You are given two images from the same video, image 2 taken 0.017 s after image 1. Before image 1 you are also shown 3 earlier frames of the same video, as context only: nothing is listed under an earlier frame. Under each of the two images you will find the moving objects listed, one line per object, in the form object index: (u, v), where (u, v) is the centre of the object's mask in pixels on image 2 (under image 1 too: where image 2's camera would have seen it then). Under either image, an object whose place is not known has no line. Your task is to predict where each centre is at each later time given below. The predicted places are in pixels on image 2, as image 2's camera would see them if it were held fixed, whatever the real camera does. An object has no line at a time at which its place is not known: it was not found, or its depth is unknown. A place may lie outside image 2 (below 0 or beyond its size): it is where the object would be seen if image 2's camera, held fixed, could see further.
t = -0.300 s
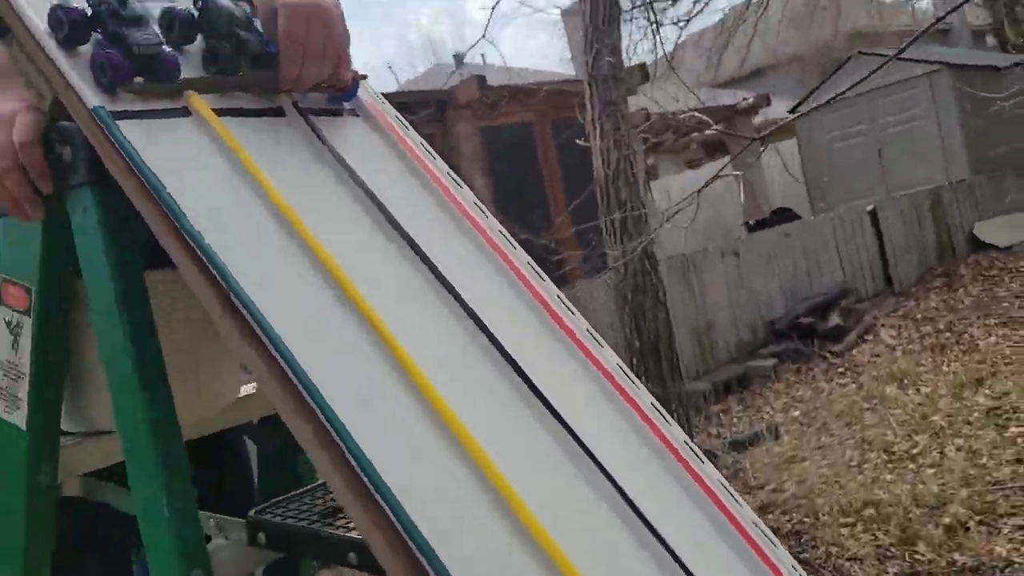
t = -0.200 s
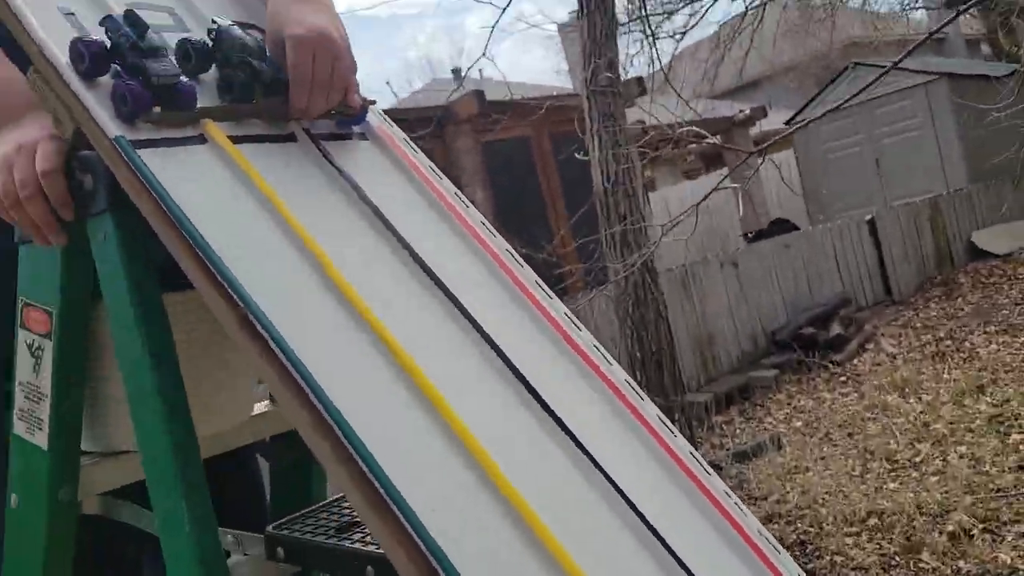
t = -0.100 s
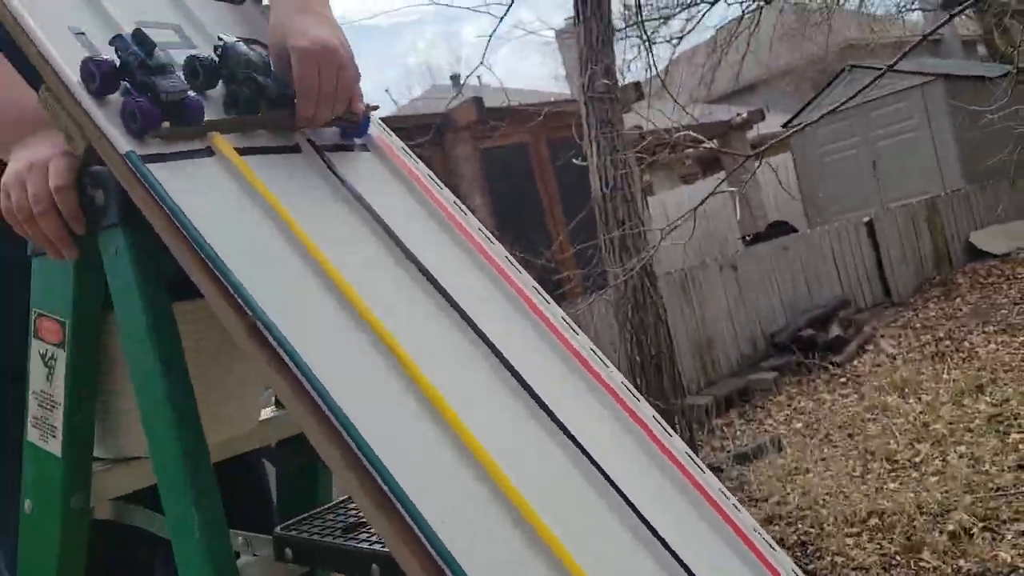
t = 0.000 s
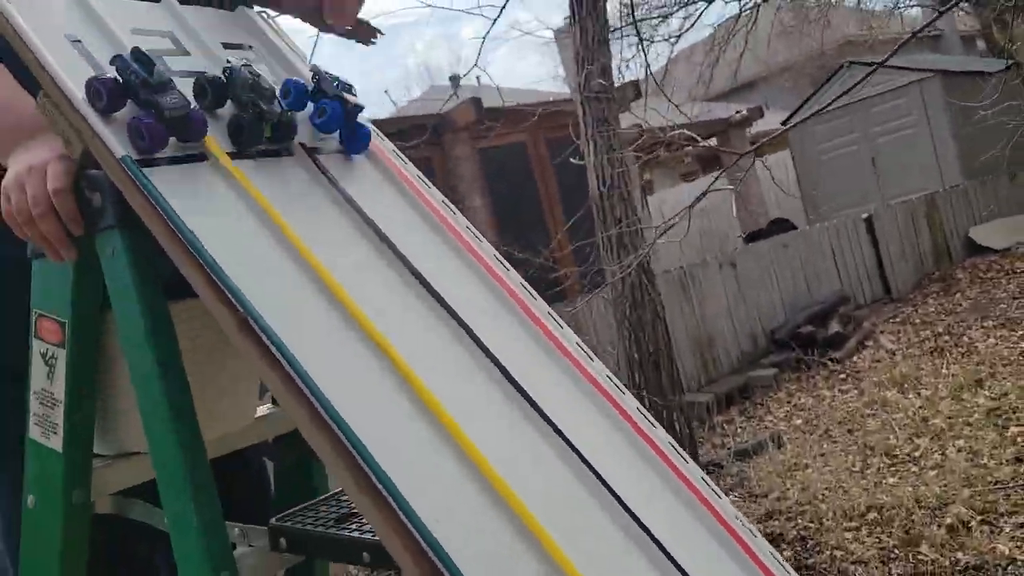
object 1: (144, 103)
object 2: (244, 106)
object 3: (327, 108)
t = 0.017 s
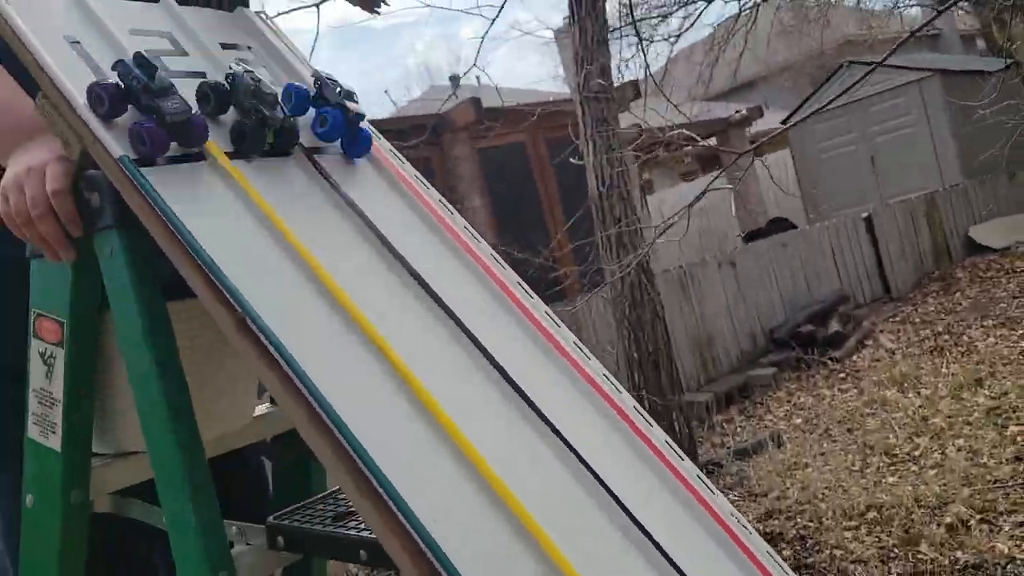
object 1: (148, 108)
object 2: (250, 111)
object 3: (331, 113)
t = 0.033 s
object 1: (153, 115)
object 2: (255, 118)
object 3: (335, 120)
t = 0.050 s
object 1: (159, 123)
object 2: (261, 126)
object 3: (340, 128)
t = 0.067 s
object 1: (166, 132)
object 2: (269, 137)
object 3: (346, 137)
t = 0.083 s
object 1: (173, 141)
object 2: (276, 146)
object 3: (353, 145)
